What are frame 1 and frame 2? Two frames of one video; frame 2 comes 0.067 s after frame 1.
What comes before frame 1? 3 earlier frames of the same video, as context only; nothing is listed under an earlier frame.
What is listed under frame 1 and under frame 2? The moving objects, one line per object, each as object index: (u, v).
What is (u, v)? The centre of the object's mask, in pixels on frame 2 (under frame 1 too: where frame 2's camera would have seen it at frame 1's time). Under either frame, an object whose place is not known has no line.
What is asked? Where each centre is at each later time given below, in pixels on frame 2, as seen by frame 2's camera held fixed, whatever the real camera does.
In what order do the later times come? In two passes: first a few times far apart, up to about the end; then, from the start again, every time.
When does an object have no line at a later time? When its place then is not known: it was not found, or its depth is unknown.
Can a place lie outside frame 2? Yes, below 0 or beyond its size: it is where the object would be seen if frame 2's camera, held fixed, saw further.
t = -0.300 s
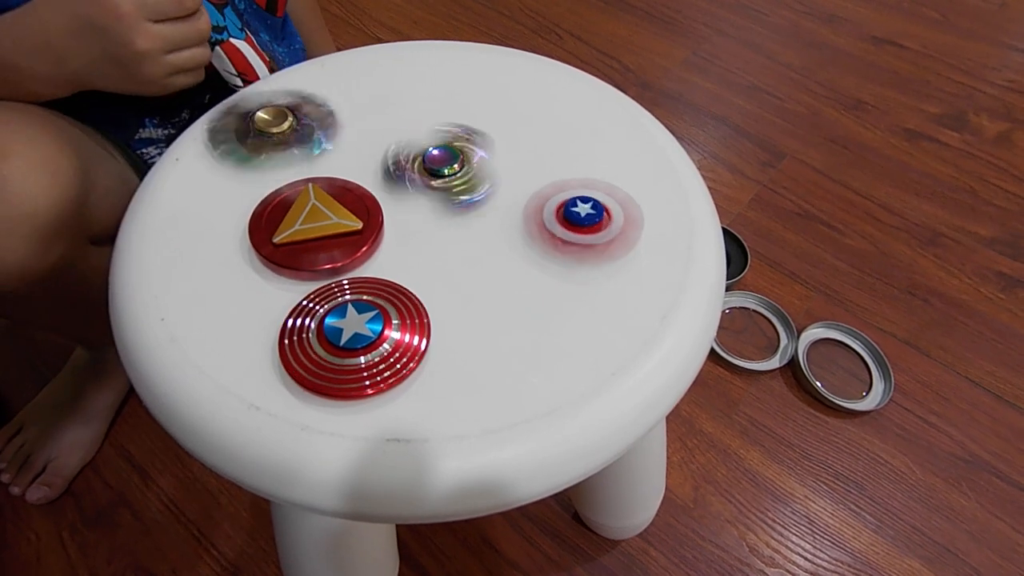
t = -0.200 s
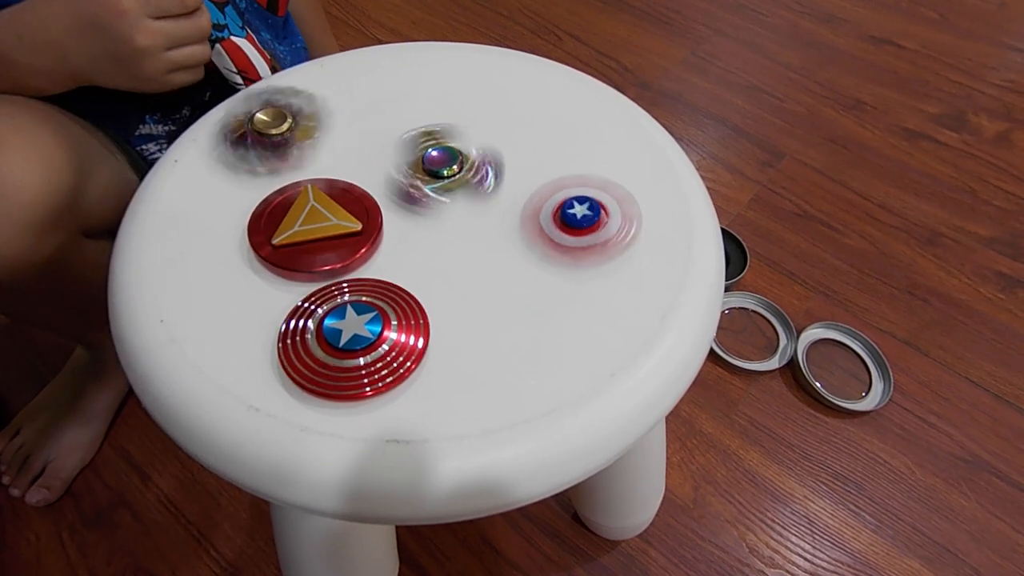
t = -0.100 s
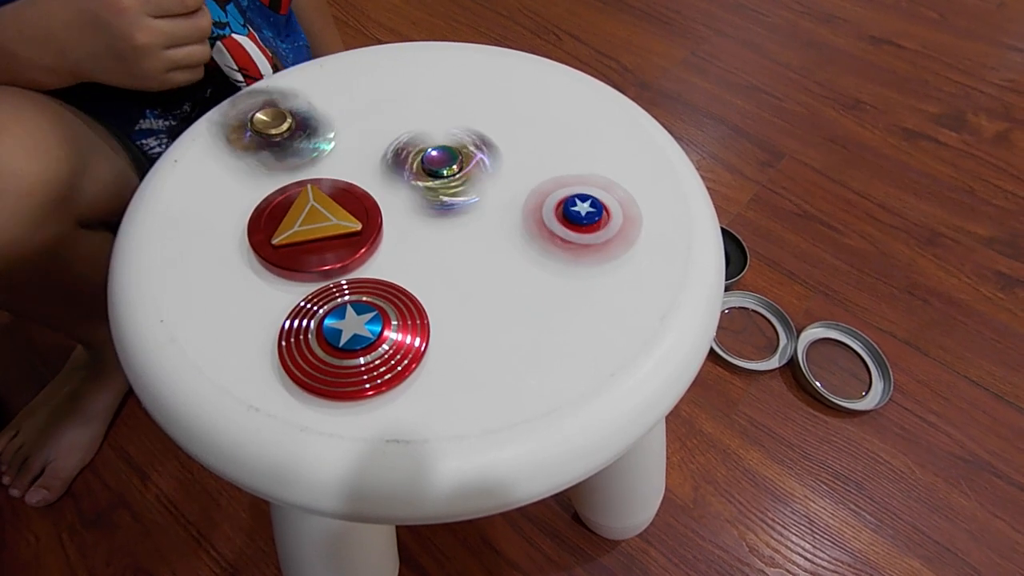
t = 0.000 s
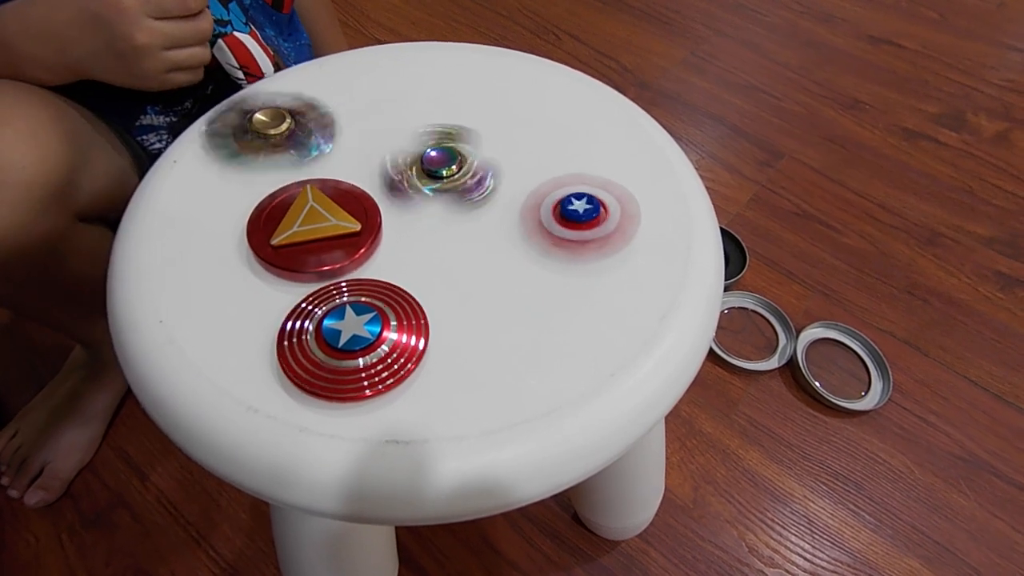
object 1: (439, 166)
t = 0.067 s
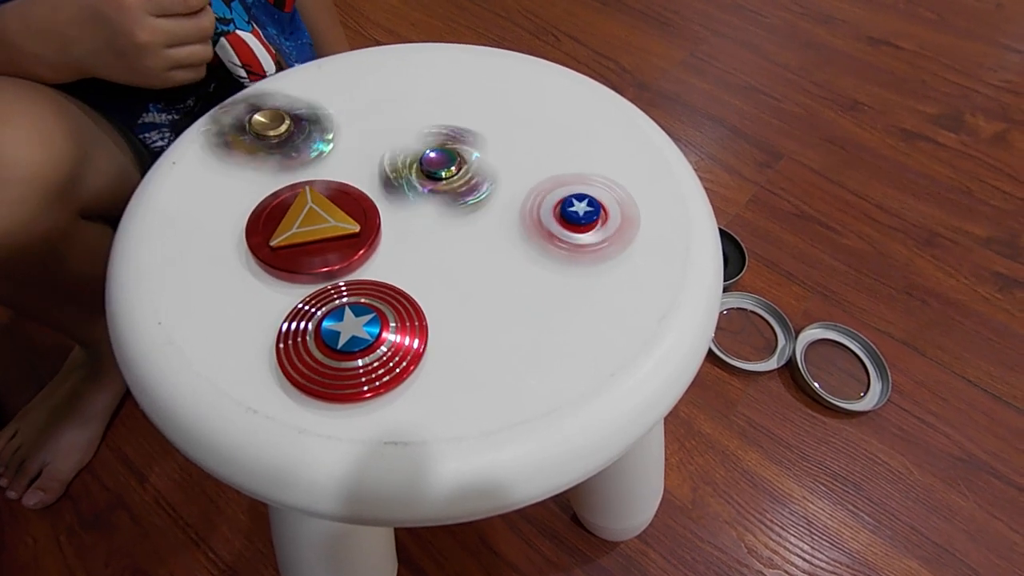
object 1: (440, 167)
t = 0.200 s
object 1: (442, 166)
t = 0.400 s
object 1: (441, 167)
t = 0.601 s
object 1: (441, 167)
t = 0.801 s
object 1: (441, 167)
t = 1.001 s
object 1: (441, 167)
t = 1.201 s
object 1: (443, 167)
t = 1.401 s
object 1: (442, 167)
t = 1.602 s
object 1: (443, 168)
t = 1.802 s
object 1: (444, 168)
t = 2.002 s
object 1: (444, 169)
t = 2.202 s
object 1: (443, 171)
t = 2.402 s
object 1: (448, 177)
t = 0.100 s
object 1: (441, 168)
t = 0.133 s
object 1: (441, 166)
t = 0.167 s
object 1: (440, 168)
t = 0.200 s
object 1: (442, 166)
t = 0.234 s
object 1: (439, 167)
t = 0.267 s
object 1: (441, 166)
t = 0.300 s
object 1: (439, 167)
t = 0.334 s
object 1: (441, 167)
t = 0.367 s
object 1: (440, 167)
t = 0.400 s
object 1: (441, 167)
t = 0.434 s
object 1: (440, 167)
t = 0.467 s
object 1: (441, 168)
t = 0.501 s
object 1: (440, 168)
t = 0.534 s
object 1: (440, 168)
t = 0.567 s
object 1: (441, 167)
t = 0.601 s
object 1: (441, 167)
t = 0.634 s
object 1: (441, 166)
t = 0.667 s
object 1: (441, 167)
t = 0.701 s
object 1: (442, 167)
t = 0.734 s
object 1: (441, 168)
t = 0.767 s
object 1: (442, 167)
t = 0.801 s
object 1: (441, 167)
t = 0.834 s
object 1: (441, 167)
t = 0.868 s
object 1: (439, 167)
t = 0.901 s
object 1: (441, 167)
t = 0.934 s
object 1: (440, 167)
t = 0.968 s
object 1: (440, 168)
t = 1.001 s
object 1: (441, 167)
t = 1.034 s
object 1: (441, 168)
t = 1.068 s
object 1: (441, 167)
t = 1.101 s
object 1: (441, 168)
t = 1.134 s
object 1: (443, 167)
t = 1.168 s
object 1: (441, 168)
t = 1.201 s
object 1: (443, 167)
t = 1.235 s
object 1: (441, 167)
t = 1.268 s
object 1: (442, 167)
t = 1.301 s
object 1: (441, 167)
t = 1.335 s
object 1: (442, 168)
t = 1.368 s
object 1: (441, 167)
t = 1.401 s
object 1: (442, 167)
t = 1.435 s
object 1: (442, 167)
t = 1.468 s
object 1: (443, 167)
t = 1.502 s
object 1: (443, 167)
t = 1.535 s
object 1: (442, 168)
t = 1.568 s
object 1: (444, 168)
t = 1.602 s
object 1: (443, 168)
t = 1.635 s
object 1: (443, 169)
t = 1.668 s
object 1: (444, 169)
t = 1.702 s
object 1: (444, 169)
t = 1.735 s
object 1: (444, 168)
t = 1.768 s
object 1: (444, 168)
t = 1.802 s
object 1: (444, 168)
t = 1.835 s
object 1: (443, 170)
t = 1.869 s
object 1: (443, 167)
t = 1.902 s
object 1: (444, 170)
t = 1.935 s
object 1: (444, 169)
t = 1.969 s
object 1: (443, 170)
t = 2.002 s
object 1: (444, 169)
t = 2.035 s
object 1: (443, 170)
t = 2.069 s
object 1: (443, 170)
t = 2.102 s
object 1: (443, 171)
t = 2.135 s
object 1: (444, 170)
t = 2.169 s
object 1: (443, 170)
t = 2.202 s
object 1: (443, 171)
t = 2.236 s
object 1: (445, 171)
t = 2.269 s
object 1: (443, 174)
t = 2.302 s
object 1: (445, 174)
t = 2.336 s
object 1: (446, 176)
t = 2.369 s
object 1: (448, 175)
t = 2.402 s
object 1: (448, 177)
